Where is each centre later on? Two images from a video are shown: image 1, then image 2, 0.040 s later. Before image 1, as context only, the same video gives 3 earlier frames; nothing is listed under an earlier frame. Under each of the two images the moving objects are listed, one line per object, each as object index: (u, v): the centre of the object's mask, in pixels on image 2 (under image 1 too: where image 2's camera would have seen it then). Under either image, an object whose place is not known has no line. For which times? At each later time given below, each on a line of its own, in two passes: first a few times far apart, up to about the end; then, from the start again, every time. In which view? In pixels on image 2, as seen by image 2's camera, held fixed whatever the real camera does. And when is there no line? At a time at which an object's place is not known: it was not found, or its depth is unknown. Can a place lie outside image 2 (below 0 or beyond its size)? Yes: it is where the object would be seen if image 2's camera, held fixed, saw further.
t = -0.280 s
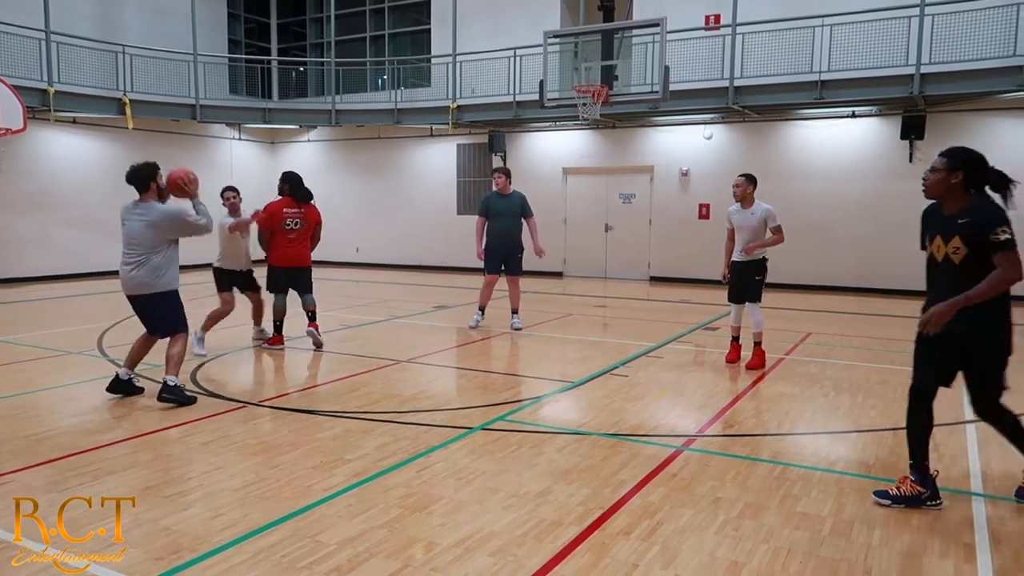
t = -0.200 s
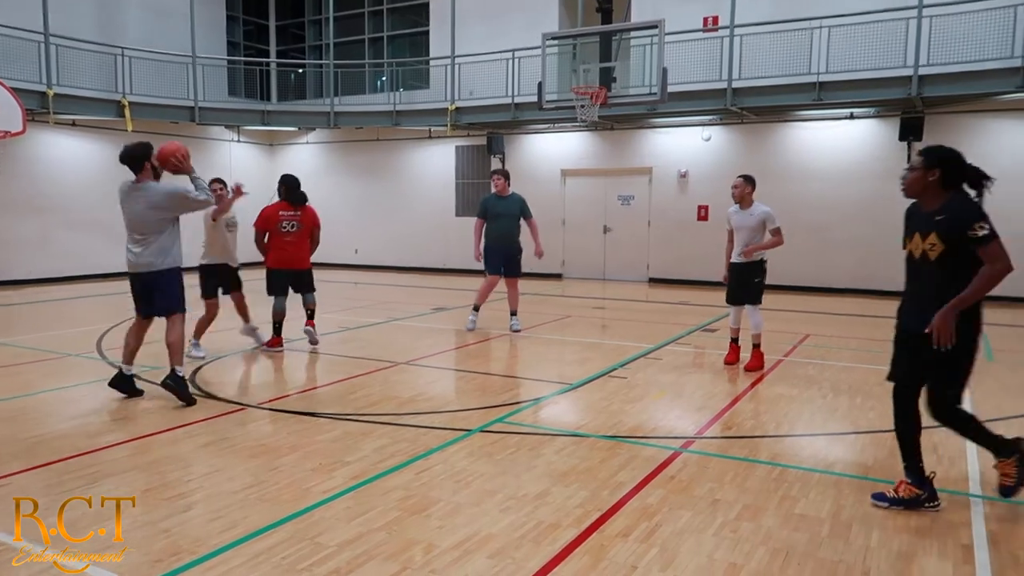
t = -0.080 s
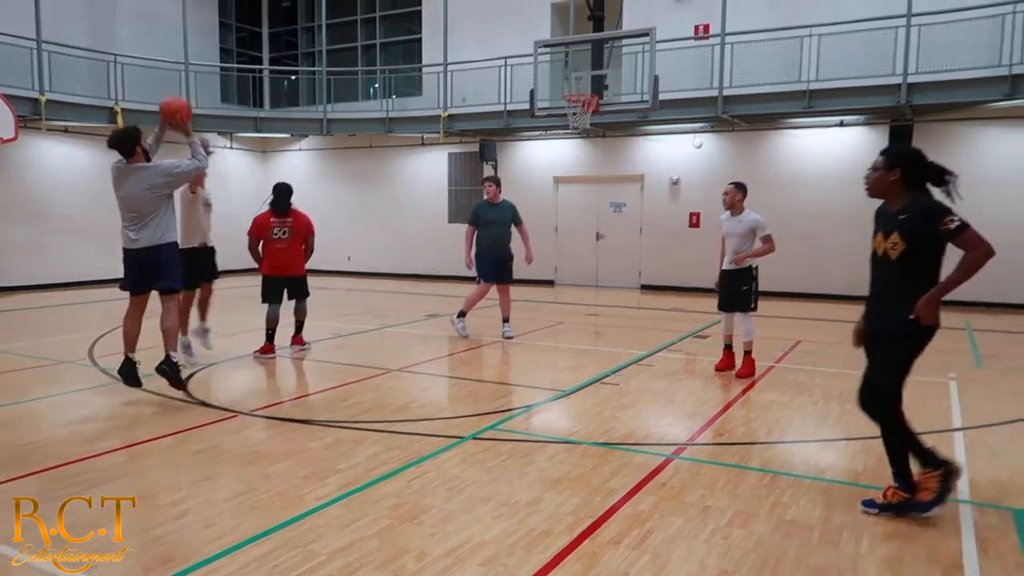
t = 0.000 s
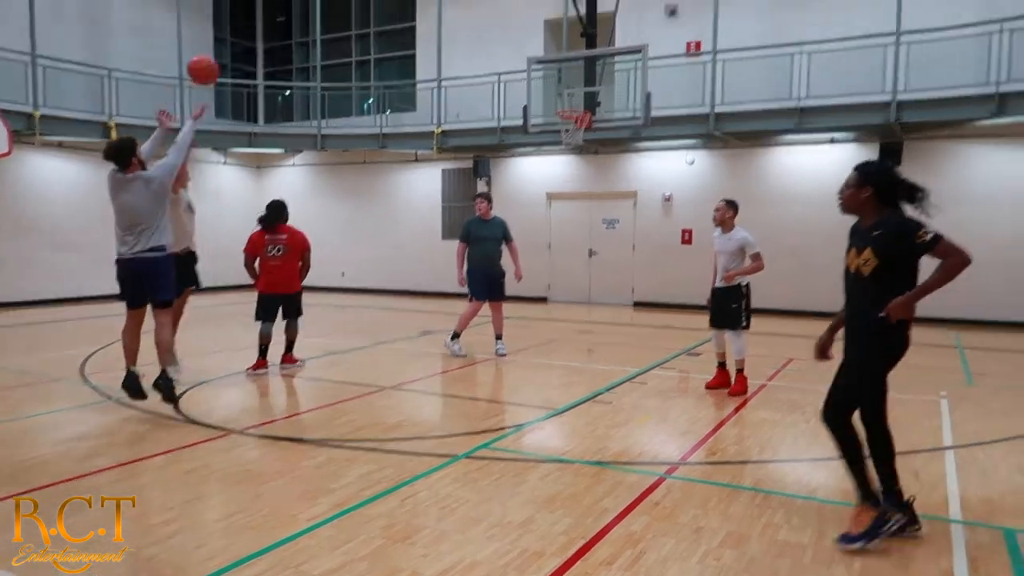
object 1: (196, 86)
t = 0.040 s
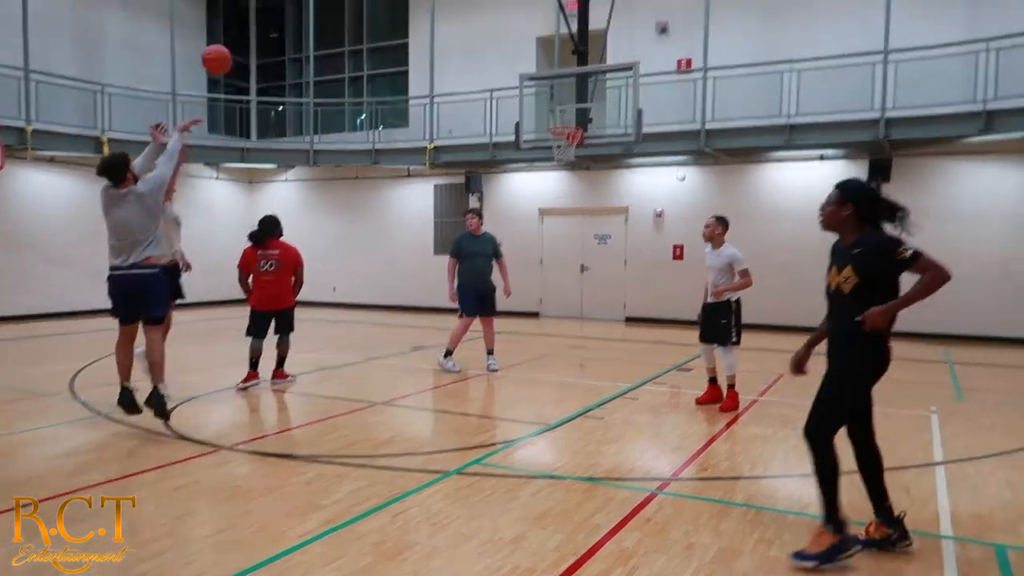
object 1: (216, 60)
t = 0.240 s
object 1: (305, -26)
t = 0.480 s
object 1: (389, -57)
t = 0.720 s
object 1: (455, -33)
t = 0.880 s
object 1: (493, 7)
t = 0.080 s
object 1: (236, 37)
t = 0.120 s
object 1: (255, 17)
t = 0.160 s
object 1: (273, 1)
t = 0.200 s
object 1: (289, -13)
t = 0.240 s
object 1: (305, -26)
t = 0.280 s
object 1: (321, -35)
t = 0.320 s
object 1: (335, -43)
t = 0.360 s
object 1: (349, -49)
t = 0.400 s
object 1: (363, -53)
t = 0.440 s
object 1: (376, -56)
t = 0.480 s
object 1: (389, -57)
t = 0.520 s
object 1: (401, -56)
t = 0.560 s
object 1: (412, -54)
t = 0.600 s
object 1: (425, -51)
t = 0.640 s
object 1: (435, -47)
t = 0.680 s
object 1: (446, -40)
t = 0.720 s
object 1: (455, -33)
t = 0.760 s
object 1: (466, -25)
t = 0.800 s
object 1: (475, -15)
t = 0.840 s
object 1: (484, -4)
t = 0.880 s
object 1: (493, 7)
